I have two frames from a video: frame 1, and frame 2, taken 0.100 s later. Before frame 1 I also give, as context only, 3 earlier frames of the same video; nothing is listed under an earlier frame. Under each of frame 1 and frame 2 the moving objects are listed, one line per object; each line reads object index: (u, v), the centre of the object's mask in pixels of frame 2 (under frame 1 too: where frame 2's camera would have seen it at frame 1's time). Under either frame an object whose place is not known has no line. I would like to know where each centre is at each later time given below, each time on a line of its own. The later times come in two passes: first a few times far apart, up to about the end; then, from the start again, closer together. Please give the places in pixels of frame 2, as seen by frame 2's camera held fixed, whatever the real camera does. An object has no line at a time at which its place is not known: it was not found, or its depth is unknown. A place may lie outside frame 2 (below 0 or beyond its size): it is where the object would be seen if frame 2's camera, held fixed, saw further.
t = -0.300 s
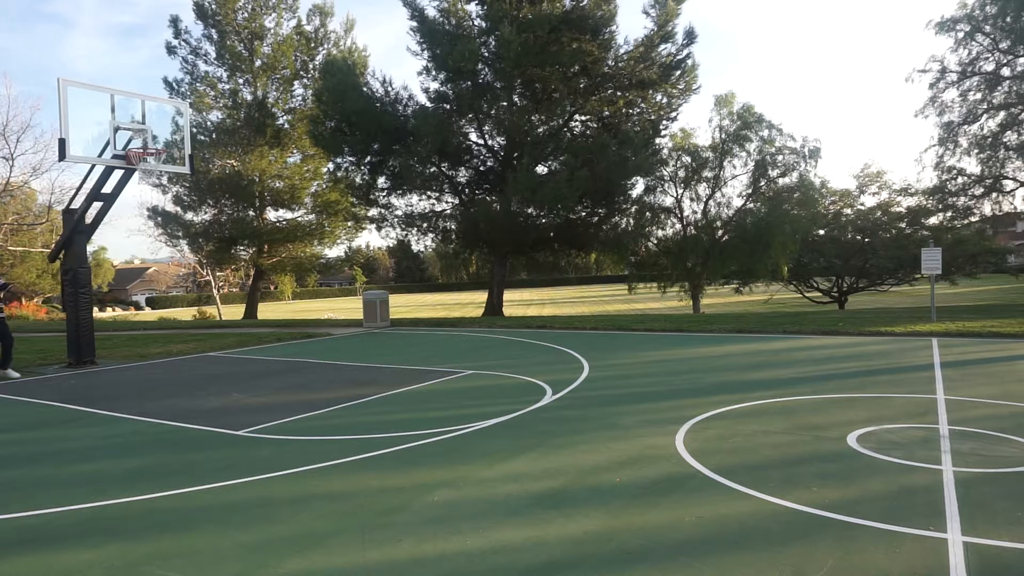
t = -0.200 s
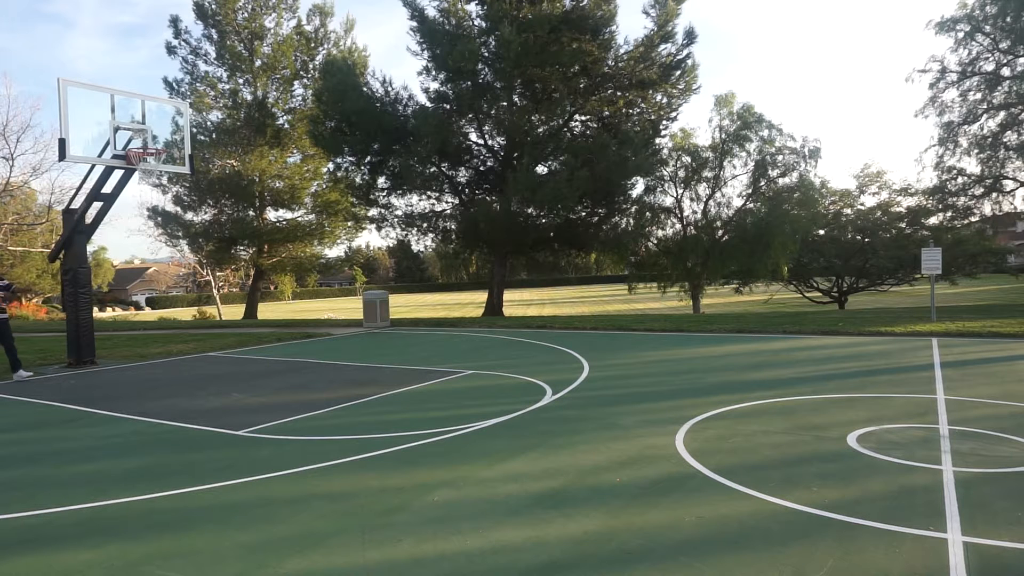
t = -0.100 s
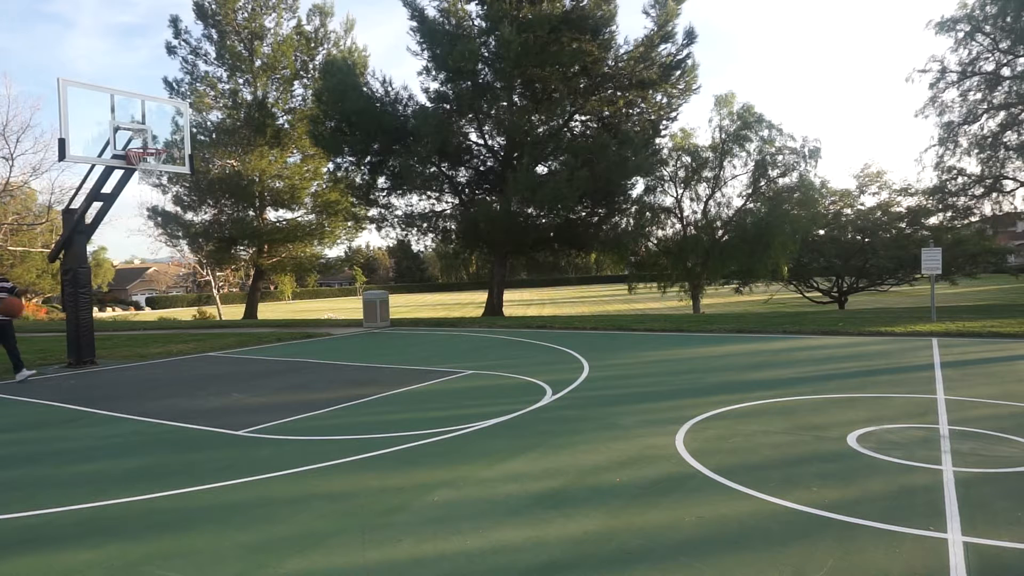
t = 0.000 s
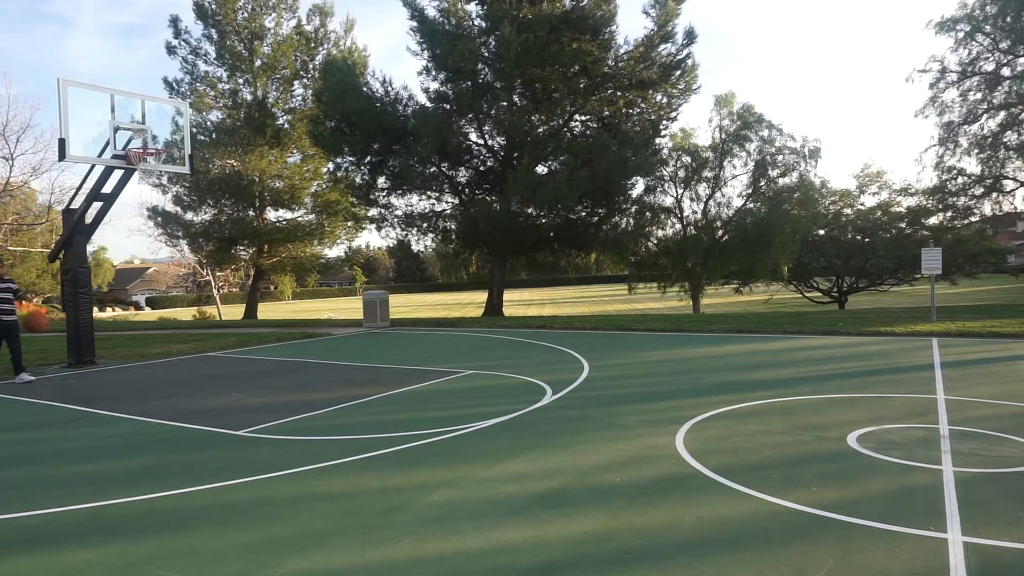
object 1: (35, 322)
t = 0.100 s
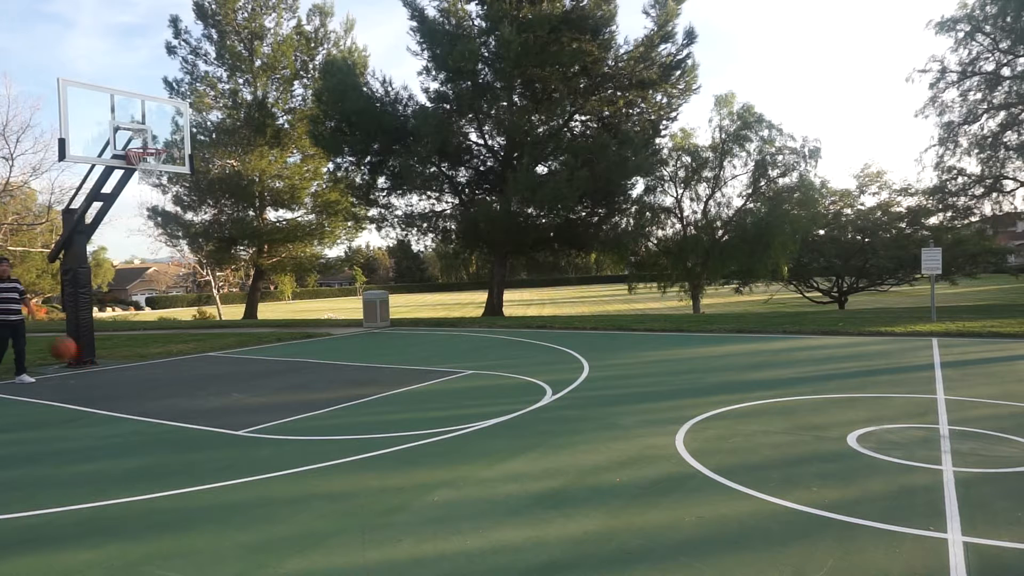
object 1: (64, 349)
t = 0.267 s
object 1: (114, 413)
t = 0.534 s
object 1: (181, 356)
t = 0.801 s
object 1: (273, 380)
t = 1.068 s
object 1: (394, 442)
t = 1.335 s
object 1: (550, 426)
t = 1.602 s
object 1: (770, 535)
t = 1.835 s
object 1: (1005, 509)
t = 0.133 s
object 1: (73, 359)
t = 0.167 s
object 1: (82, 373)
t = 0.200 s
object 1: (94, 388)
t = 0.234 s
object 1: (104, 404)
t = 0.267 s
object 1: (114, 413)
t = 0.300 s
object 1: (121, 403)
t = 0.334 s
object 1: (130, 392)
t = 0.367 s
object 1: (137, 384)
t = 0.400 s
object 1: (145, 376)
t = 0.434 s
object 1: (153, 369)
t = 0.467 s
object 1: (163, 364)
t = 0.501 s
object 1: (171, 359)
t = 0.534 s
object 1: (181, 356)
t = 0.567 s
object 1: (191, 353)
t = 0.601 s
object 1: (202, 353)
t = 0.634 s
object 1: (213, 354)
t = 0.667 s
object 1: (223, 356)
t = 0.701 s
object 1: (234, 359)
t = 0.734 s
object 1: (247, 365)
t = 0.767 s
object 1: (260, 373)
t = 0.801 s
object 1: (273, 380)
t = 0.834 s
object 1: (287, 392)
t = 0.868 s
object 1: (300, 404)
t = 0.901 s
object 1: (316, 420)
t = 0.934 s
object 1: (332, 437)
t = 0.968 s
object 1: (347, 456)
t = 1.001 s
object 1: (362, 463)
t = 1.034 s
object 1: (377, 453)
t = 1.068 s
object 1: (394, 442)
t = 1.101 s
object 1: (410, 434)
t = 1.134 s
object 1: (428, 427)
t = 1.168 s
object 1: (448, 422)
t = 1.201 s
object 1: (466, 419)
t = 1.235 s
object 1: (485, 418)
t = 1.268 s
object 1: (505, 418)
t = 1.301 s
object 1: (528, 422)
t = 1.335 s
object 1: (550, 426)
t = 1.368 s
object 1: (573, 433)
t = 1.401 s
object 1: (598, 443)
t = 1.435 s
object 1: (623, 454)
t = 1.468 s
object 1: (650, 470)
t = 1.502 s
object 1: (677, 488)
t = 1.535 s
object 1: (707, 508)
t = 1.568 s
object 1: (741, 533)
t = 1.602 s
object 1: (770, 535)
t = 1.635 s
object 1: (798, 527)
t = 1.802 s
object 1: (985, 506)
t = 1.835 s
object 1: (1005, 509)
